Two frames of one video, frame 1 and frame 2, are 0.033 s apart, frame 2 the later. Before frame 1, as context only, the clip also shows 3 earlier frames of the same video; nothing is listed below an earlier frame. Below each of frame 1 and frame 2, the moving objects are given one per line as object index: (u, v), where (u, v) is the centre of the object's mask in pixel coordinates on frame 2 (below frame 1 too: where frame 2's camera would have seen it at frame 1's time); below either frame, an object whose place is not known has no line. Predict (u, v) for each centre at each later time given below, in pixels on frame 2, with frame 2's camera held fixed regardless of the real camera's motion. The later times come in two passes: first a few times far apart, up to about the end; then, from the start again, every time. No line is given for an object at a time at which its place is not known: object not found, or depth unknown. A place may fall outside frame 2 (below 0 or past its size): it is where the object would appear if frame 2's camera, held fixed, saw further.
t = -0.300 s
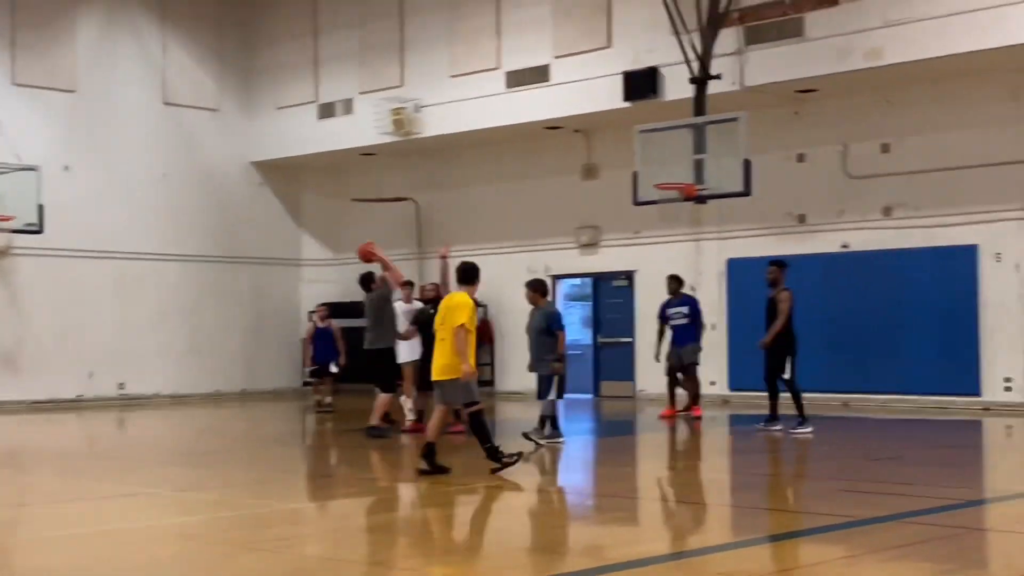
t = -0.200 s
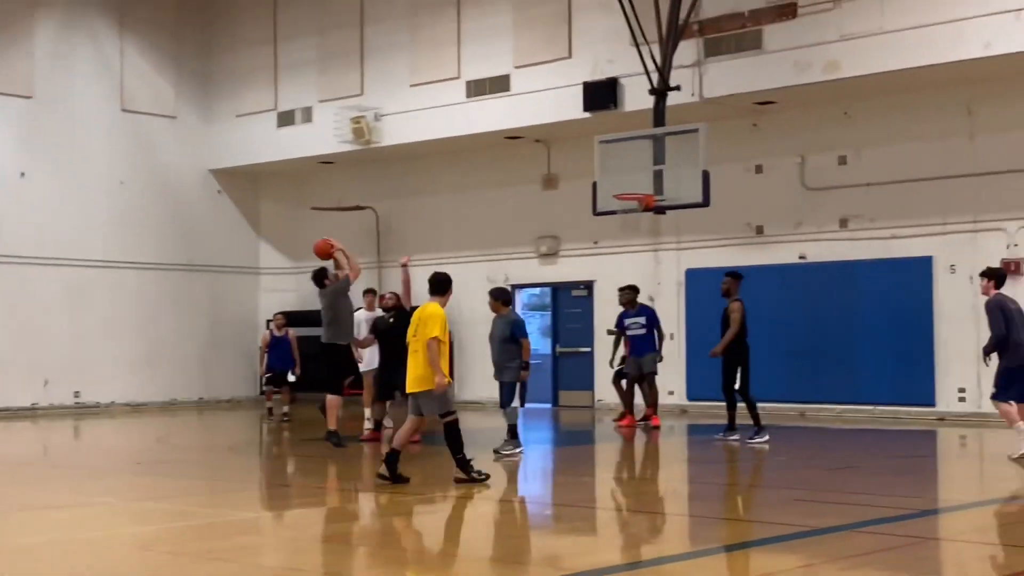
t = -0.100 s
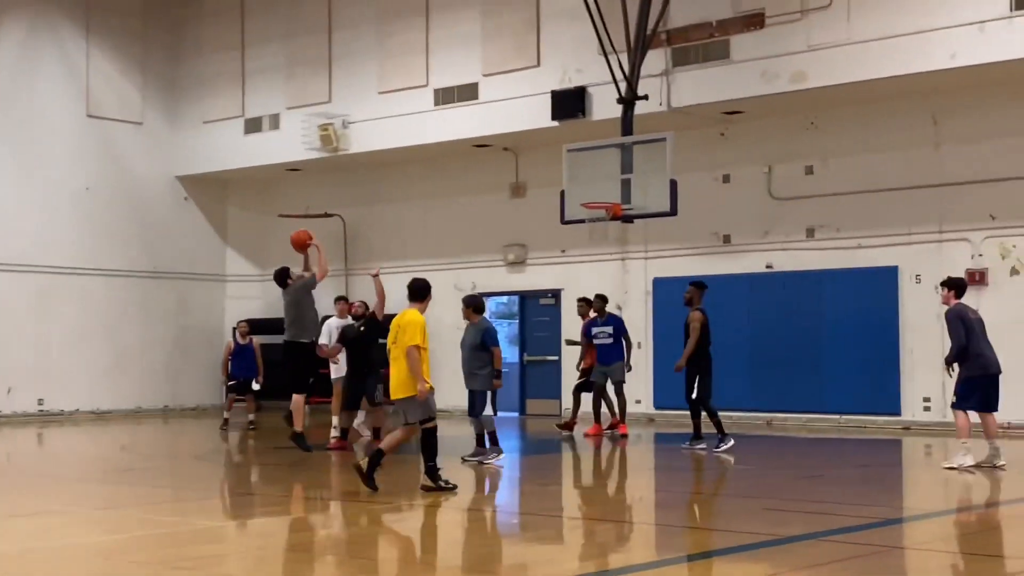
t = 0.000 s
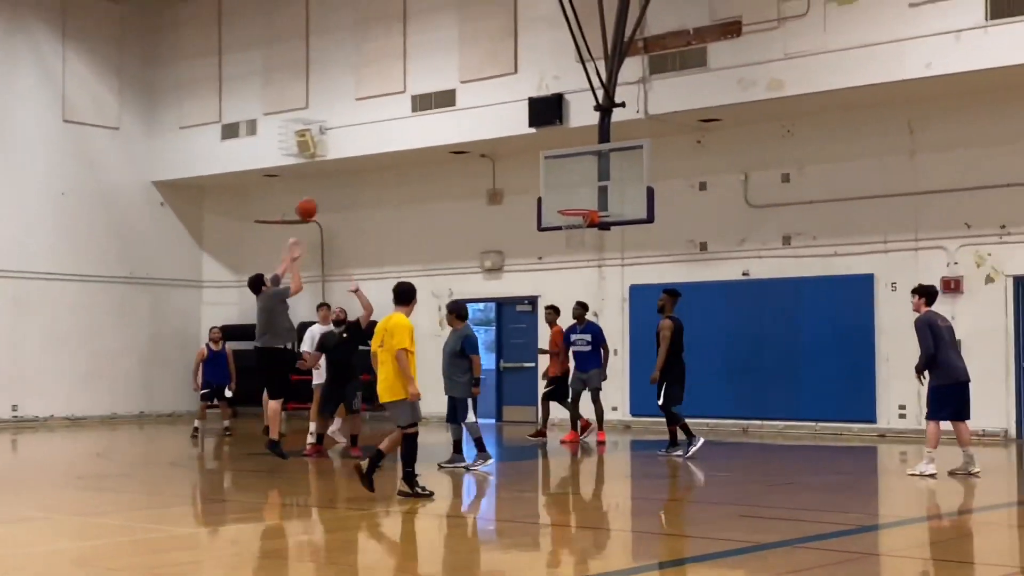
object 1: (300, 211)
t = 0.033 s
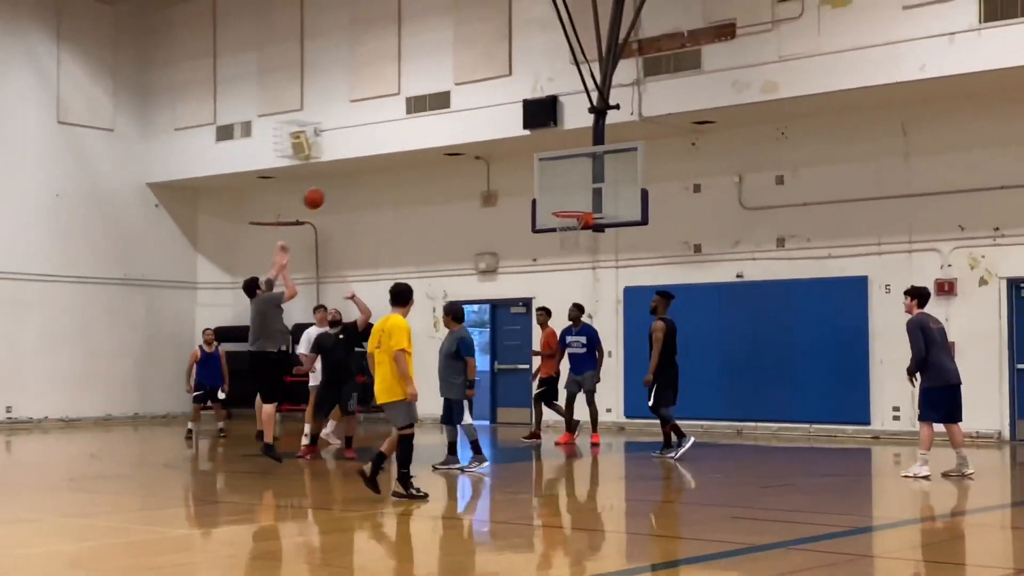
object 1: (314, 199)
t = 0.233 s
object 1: (382, 150)
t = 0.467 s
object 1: (453, 139)
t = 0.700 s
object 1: (516, 169)
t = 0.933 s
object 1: (564, 198)
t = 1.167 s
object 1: (562, 190)
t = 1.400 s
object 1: (539, 212)
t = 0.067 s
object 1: (326, 188)
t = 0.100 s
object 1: (337, 178)
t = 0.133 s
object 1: (349, 170)
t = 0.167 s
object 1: (360, 162)
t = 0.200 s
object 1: (371, 156)
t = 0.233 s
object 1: (382, 150)
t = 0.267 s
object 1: (392, 146)
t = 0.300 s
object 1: (403, 143)
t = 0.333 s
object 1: (413, 140)
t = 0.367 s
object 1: (423, 139)
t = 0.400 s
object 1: (433, 138)
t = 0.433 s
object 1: (443, 138)
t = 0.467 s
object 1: (453, 139)
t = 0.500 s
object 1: (462, 141)
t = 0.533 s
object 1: (472, 144)
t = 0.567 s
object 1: (481, 148)
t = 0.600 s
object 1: (490, 152)
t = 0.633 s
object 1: (499, 157)
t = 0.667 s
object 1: (508, 163)
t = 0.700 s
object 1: (516, 169)
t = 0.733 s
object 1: (524, 176)
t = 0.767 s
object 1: (534, 184)
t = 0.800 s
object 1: (542, 193)
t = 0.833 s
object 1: (550, 202)
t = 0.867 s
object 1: (555, 204)
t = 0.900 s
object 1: (560, 200)
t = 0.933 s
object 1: (564, 198)
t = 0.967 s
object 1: (569, 197)
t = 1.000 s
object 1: (574, 196)
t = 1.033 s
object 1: (575, 195)
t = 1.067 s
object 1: (572, 192)
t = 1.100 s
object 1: (569, 191)
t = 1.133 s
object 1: (566, 190)
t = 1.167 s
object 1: (562, 190)
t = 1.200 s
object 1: (559, 190)
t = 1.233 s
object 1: (556, 192)
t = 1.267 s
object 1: (552, 194)
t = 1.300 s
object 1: (549, 197)
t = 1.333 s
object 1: (546, 201)
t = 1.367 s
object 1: (543, 206)
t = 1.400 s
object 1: (539, 212)
